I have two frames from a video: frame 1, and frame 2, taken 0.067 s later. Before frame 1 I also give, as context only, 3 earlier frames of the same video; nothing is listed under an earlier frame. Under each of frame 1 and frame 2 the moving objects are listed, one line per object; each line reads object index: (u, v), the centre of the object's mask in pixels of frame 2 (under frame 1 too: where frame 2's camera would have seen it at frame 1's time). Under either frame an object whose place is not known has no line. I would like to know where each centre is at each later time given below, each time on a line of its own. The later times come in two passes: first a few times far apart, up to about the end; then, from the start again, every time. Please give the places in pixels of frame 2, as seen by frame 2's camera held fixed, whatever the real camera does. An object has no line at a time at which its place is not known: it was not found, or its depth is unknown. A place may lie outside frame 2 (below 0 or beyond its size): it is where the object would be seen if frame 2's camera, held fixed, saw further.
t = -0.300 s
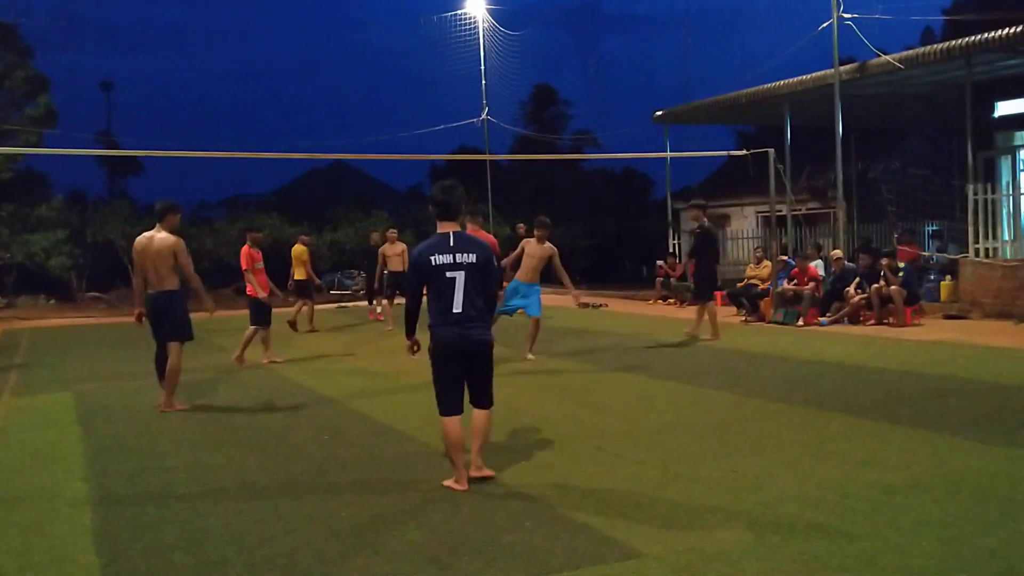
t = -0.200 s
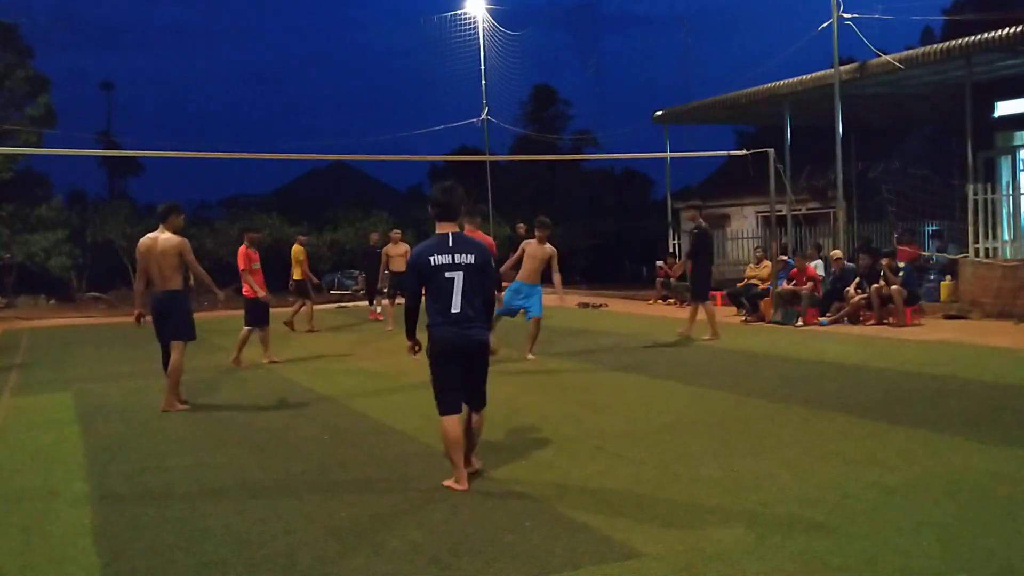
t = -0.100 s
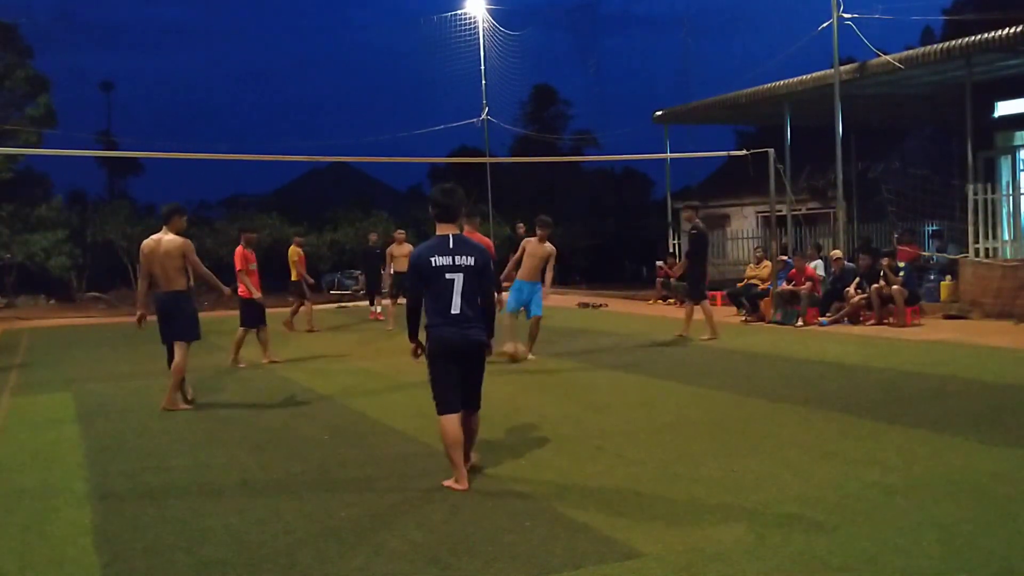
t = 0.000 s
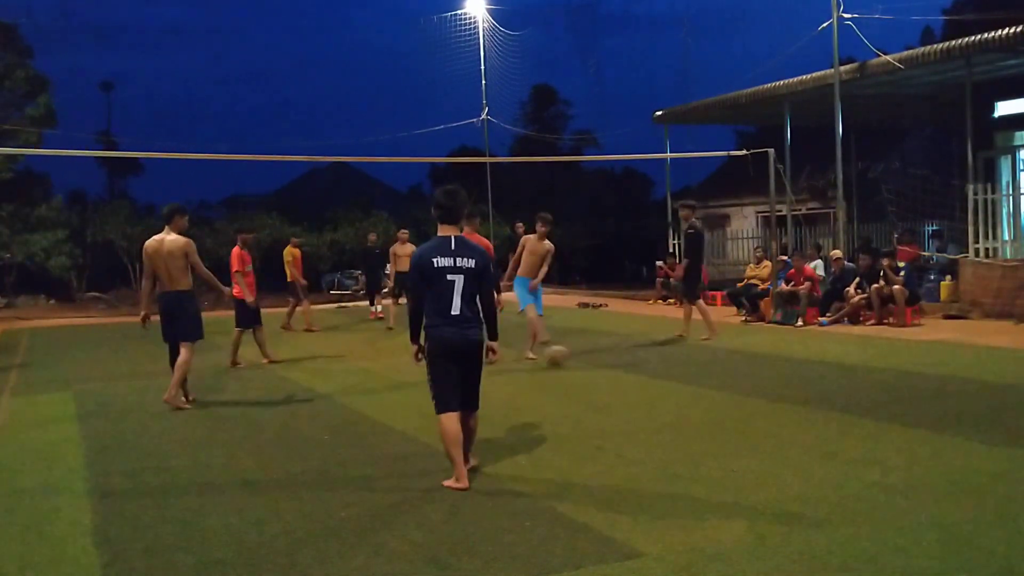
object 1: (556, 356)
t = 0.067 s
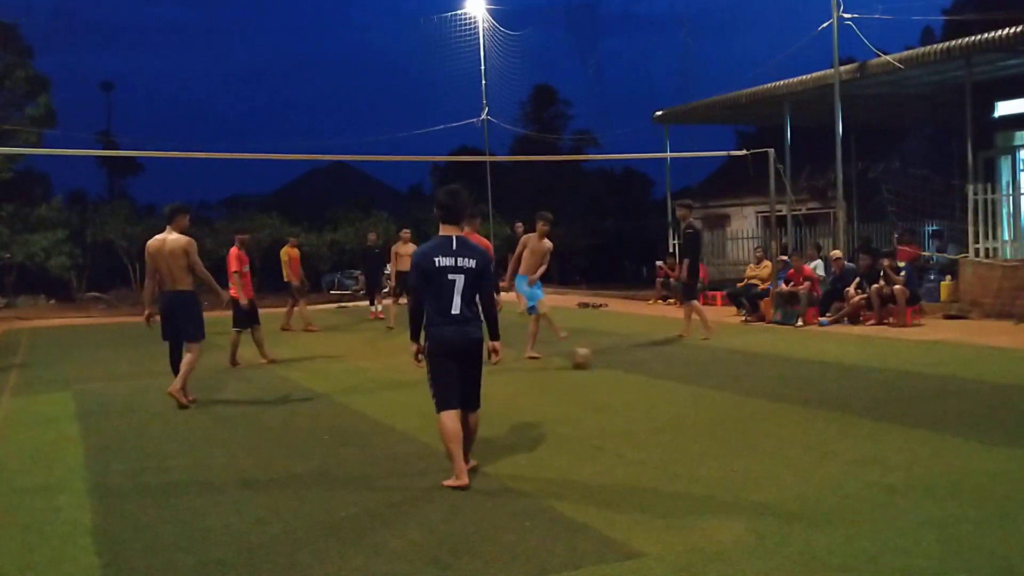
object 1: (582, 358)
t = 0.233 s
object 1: (650, 363)
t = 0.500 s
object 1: (778, 372)
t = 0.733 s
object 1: (908, 377)
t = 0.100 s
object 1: (595, 359)
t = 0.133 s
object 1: (607, 360)
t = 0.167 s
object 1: (621, 360)
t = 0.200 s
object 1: (635, 363)
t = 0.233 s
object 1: (650, 363)
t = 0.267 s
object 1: (664, 363)
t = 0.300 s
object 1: (679, 365)
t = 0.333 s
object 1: (692, 366)
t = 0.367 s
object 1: (710, 368)
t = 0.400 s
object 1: (727, 368)
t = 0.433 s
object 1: (742, 368)
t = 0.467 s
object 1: (760, 369)
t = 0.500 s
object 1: (778, 372)
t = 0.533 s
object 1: (795, 372)
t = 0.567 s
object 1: (812, 373)
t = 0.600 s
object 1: (832, 373)
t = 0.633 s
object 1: (849, 376)
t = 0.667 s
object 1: (870, 379)
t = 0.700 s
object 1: (889, 378)
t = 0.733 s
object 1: (908, 377)
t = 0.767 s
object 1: (929, 380)
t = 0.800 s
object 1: (952, 384)
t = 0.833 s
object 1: (971, 384)
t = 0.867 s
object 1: (994, 383)
